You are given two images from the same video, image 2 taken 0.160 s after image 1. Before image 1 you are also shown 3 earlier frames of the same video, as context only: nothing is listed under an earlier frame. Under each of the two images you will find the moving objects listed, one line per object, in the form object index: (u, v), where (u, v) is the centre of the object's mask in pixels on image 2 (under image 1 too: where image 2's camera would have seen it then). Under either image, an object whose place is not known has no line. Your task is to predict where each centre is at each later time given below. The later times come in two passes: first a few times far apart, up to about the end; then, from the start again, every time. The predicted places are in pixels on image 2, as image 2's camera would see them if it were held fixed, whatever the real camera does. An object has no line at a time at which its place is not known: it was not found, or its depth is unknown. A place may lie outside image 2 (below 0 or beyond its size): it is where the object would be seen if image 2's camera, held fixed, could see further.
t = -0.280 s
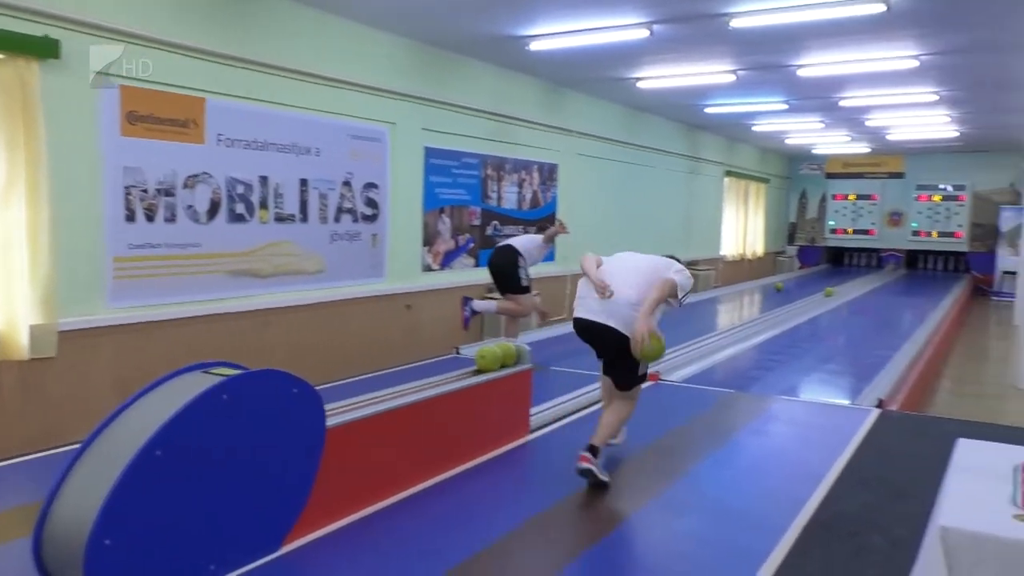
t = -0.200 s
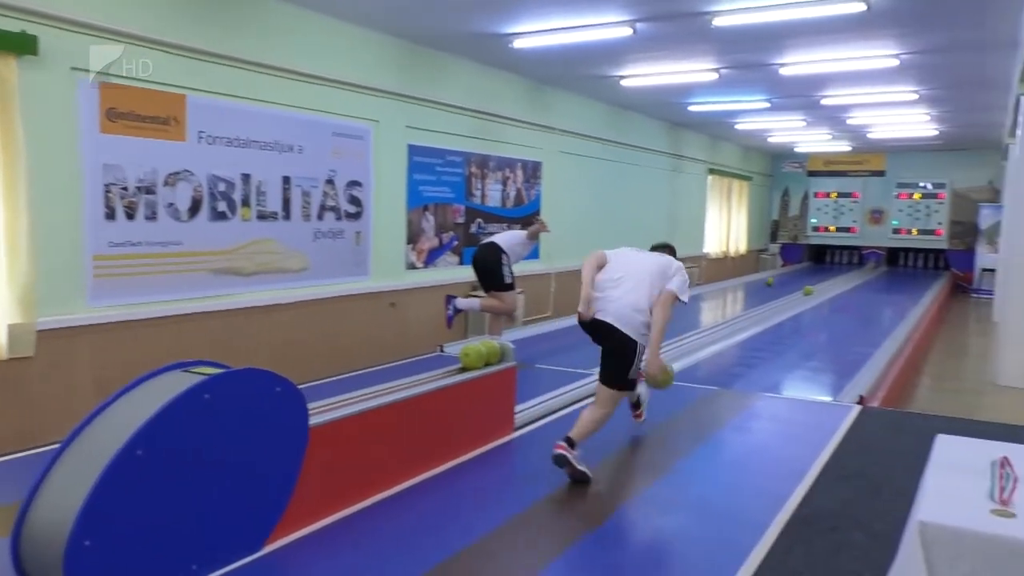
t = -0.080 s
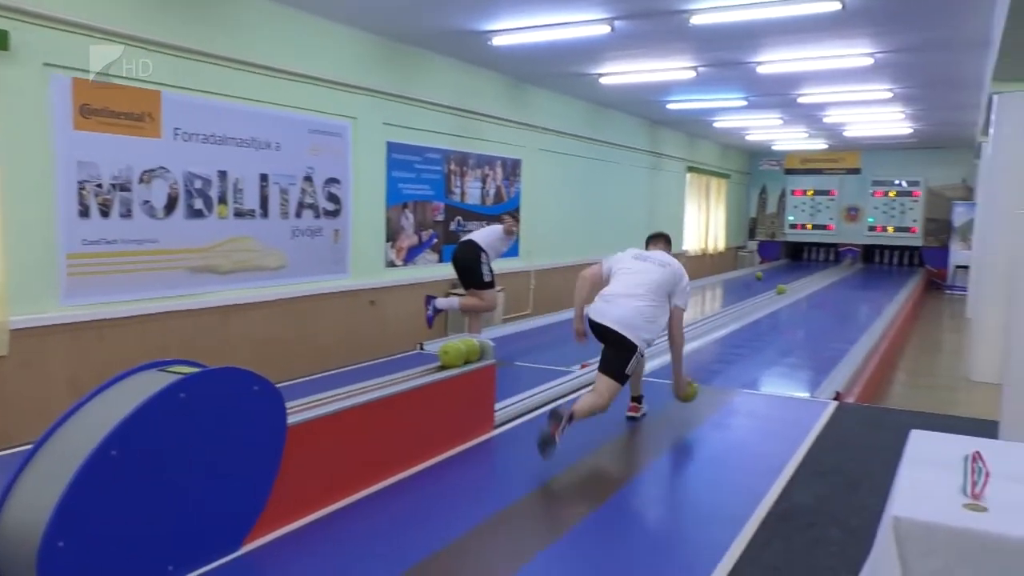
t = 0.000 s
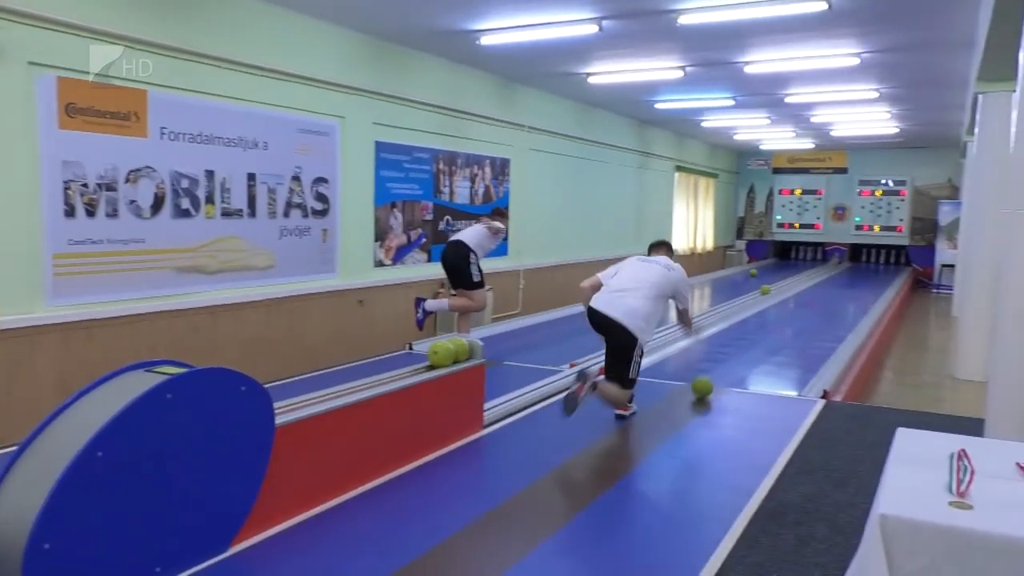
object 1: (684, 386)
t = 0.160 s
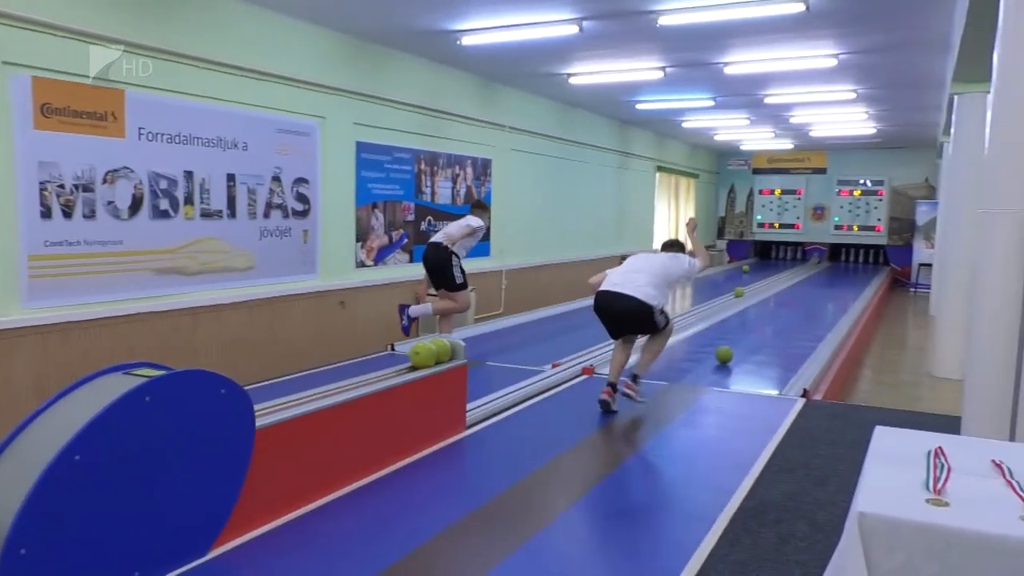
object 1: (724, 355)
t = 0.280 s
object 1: (745, 338)
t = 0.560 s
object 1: (777, 312)
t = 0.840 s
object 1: (798, 296)
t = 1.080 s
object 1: (811, 285)
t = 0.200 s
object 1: (731, 349)
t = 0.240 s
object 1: (738, 343)
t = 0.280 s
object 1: (745, 338)
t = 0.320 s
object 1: (751, 333)
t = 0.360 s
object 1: (756, 329)
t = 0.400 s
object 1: (761, 325)
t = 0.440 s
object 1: (765, 321)
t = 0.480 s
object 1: (770, 318)
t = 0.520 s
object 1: (774, 315)
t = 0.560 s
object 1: (777, 312)
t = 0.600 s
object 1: (781, 309)
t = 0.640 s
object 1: (784, 306)
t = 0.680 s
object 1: (787, 304)
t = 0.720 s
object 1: (790, 302)
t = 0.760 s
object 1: (793, 300)
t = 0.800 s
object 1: (796, 298)
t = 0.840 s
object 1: (798, 296)
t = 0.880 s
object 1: (801, 294)
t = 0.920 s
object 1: (803, 292)
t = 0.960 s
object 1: (805, 291)
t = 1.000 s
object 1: (807, 288)
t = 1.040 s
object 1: (809, 287)
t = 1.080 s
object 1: (811, 285)
